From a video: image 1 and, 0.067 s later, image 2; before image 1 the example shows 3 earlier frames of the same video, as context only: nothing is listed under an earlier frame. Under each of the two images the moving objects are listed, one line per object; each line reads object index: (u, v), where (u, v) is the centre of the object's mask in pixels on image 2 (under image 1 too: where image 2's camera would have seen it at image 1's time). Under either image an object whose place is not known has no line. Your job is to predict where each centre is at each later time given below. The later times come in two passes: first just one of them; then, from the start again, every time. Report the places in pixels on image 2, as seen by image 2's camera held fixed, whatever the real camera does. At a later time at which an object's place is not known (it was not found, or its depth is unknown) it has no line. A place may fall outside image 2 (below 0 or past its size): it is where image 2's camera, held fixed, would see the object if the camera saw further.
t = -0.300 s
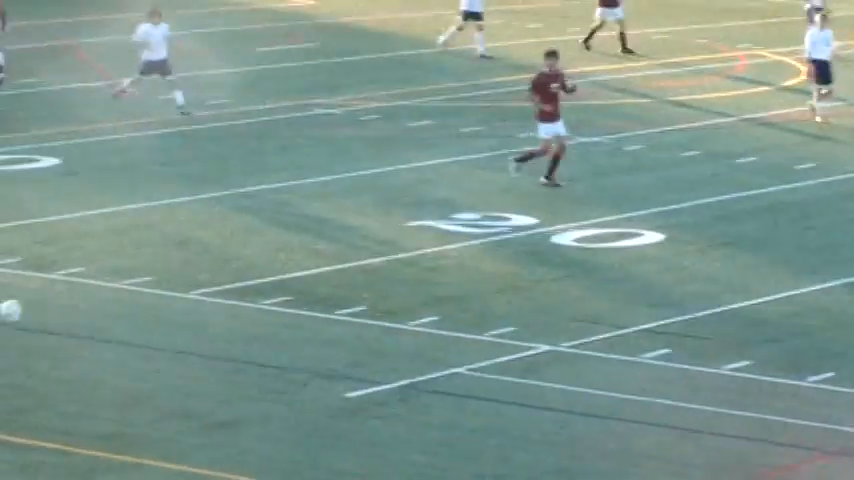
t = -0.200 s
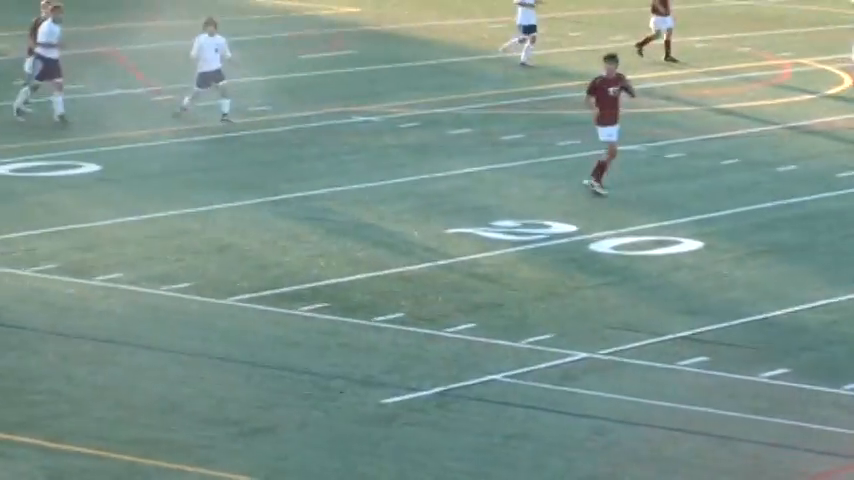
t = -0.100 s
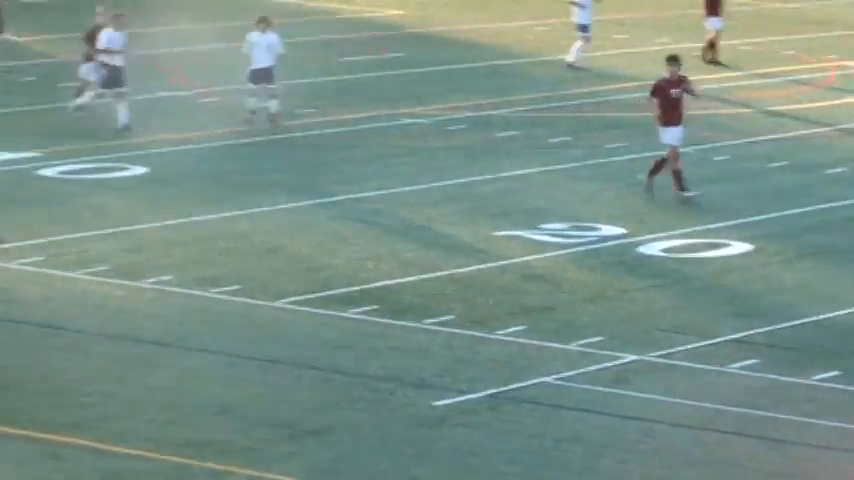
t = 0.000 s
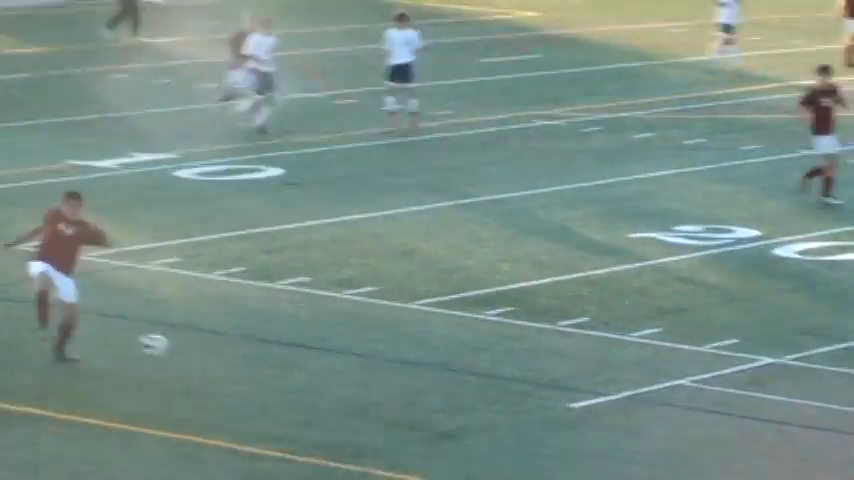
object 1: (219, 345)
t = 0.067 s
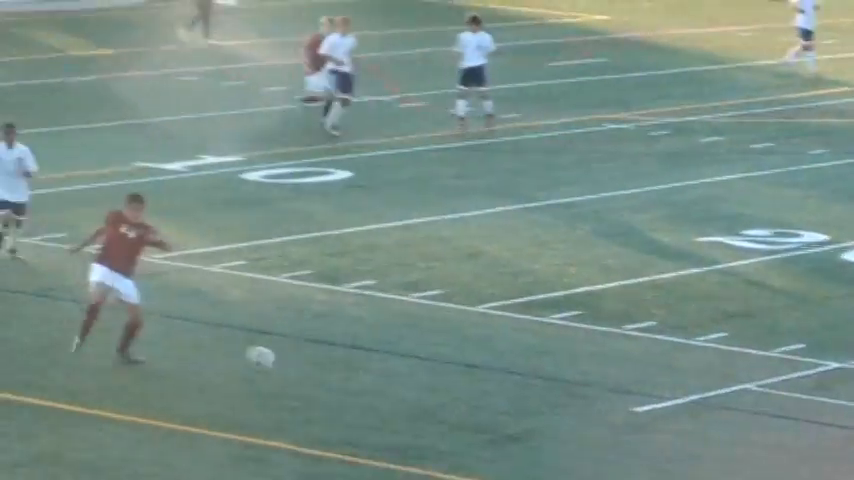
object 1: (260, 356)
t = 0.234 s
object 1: (350, 381)
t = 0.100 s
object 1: (281, 364)
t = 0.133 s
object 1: (301, 373)
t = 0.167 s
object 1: (322, 383)
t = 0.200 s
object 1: (338, 385)
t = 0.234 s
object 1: (350, 381)
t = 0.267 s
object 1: (363, 379)
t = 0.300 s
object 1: (375, 379)
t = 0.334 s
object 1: (387, 380)
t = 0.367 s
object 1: (400, 382)
